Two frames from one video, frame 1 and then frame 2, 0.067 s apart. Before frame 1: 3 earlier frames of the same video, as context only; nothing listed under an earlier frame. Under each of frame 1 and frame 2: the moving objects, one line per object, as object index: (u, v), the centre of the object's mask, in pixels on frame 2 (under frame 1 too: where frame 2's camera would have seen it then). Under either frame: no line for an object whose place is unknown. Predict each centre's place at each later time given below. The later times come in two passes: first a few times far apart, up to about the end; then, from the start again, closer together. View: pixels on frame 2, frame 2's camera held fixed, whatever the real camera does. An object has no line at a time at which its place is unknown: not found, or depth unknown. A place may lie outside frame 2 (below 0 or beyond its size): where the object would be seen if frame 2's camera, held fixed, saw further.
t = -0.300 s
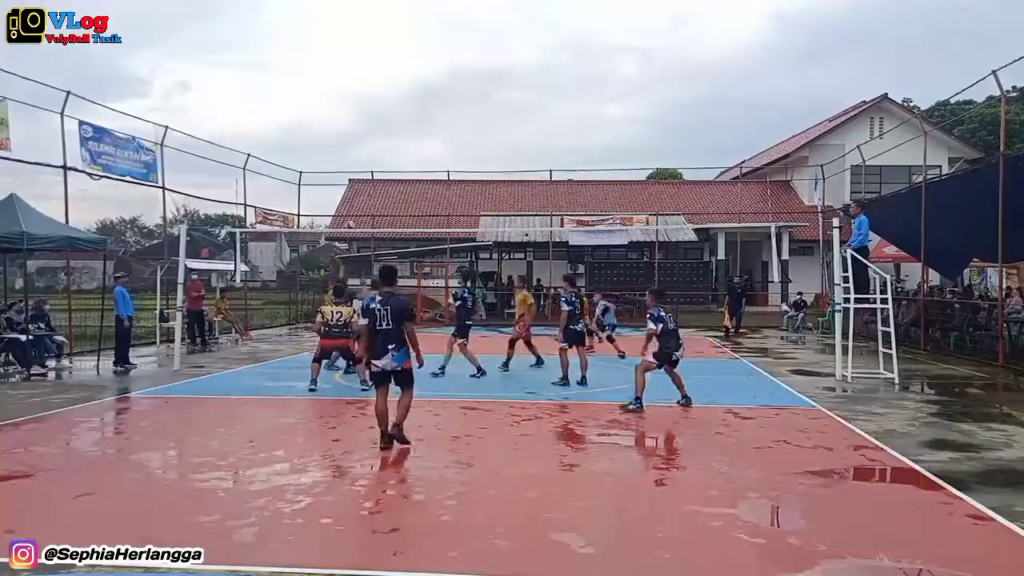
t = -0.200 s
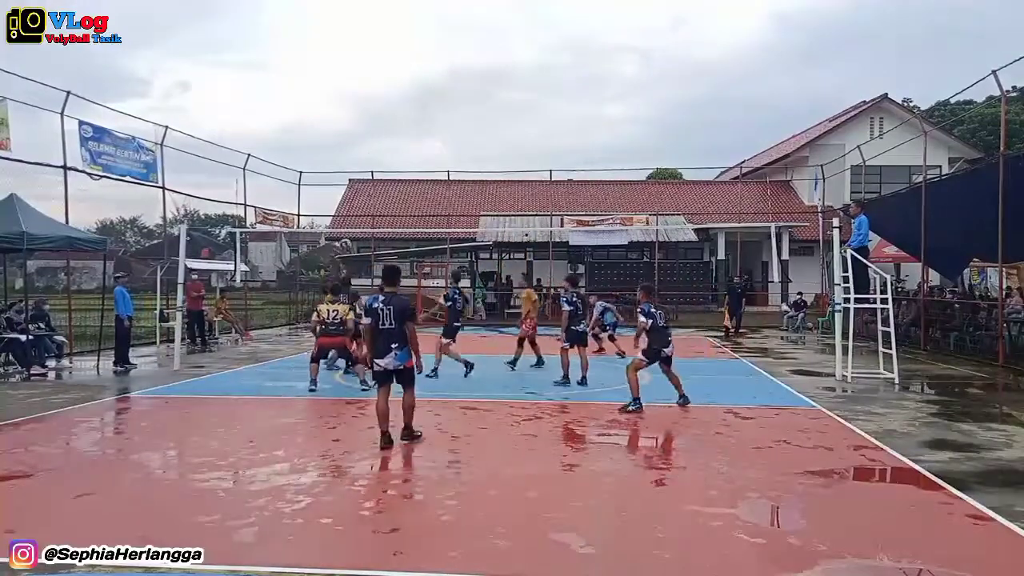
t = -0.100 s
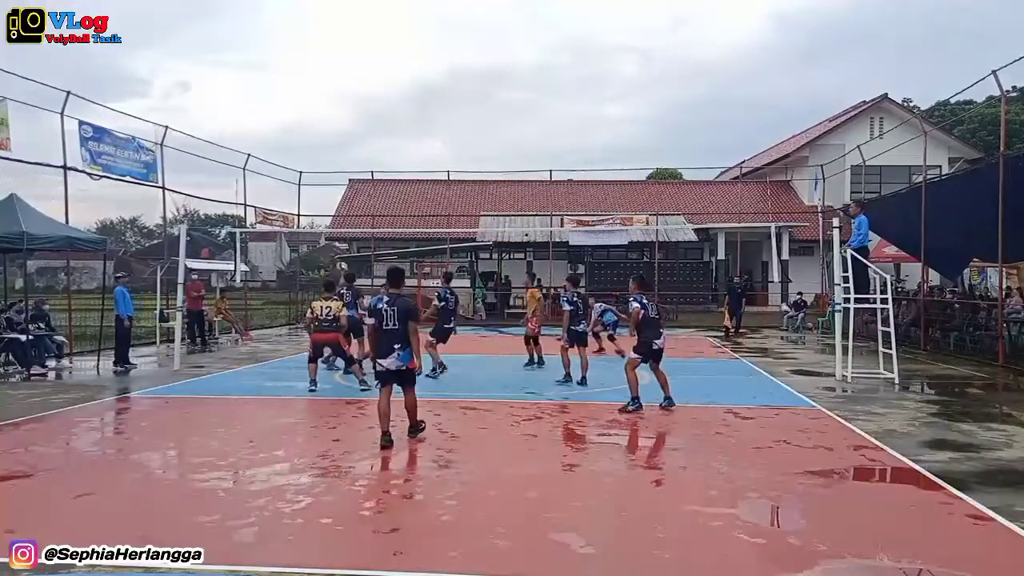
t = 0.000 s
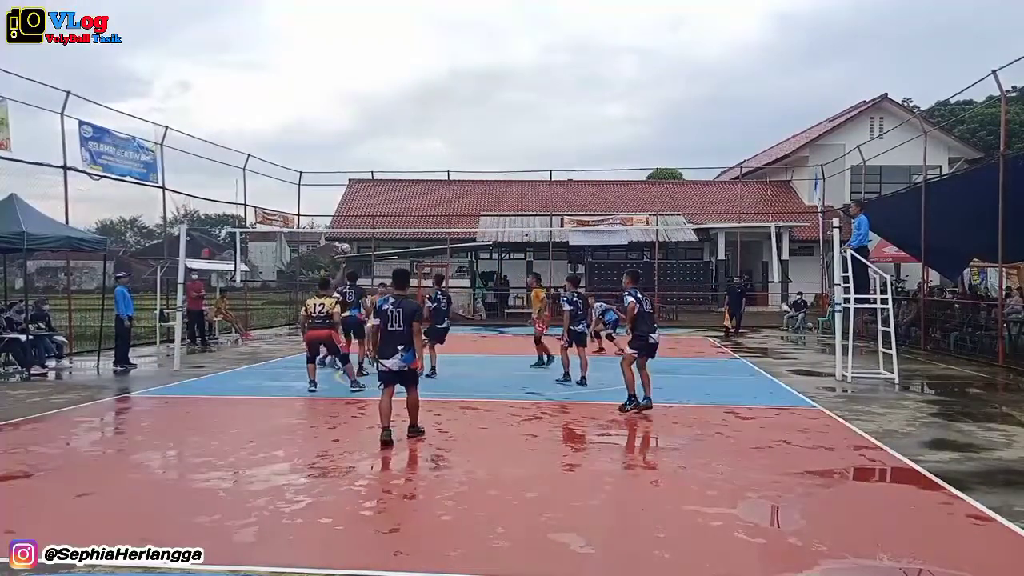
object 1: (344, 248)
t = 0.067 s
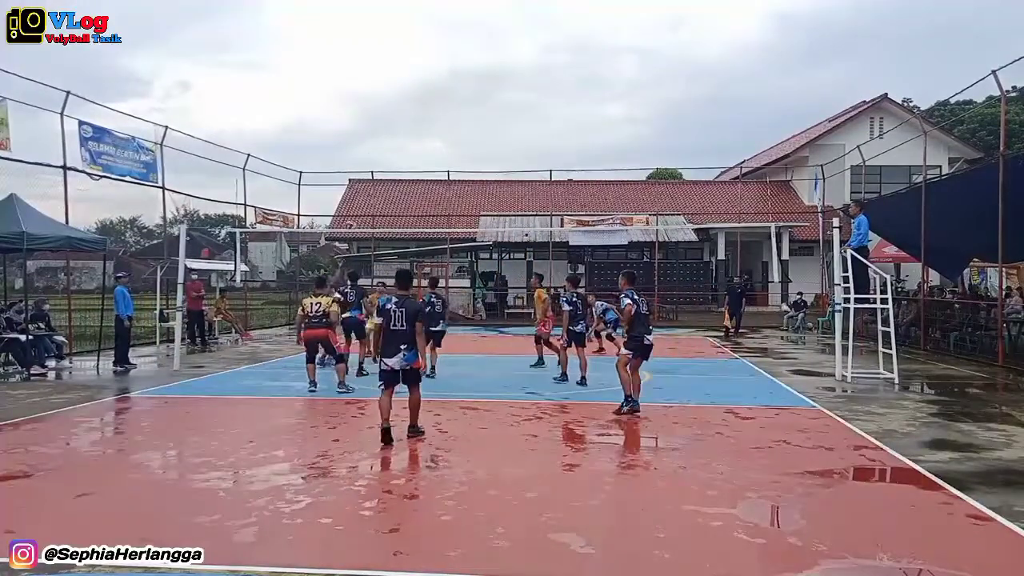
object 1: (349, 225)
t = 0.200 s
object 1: (362, 187)
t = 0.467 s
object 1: (386, 141)
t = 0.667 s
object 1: (404, 132)
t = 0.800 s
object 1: (416, 138)
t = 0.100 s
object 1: (352, 214)
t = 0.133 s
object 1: (356, 205)
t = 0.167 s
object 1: (358, 195)
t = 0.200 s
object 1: (362, 187)
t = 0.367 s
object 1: (377, 154)
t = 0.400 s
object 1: (380, 149)
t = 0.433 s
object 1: (383, 144)
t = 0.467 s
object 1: (386, 141)
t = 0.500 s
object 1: (389, 138)
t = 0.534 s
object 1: (392, 135)
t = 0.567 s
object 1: (395, 134)
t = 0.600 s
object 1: (398, 133)
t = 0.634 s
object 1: (401, 132)
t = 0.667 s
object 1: (404, 132)
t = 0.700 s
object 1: (407, 132)
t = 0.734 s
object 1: (410, 134)
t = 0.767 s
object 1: (413, 136)
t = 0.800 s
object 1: (416, 138)
